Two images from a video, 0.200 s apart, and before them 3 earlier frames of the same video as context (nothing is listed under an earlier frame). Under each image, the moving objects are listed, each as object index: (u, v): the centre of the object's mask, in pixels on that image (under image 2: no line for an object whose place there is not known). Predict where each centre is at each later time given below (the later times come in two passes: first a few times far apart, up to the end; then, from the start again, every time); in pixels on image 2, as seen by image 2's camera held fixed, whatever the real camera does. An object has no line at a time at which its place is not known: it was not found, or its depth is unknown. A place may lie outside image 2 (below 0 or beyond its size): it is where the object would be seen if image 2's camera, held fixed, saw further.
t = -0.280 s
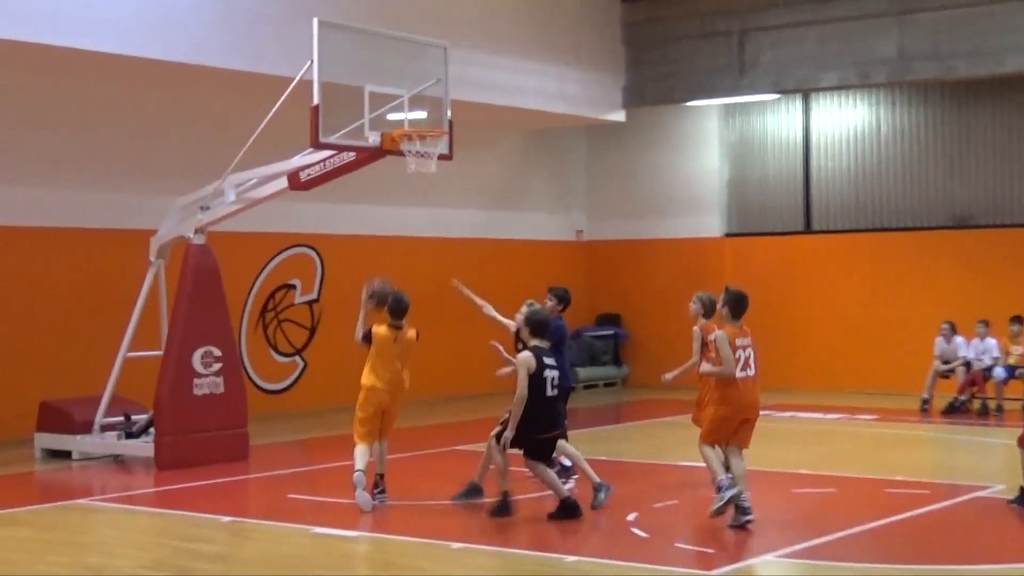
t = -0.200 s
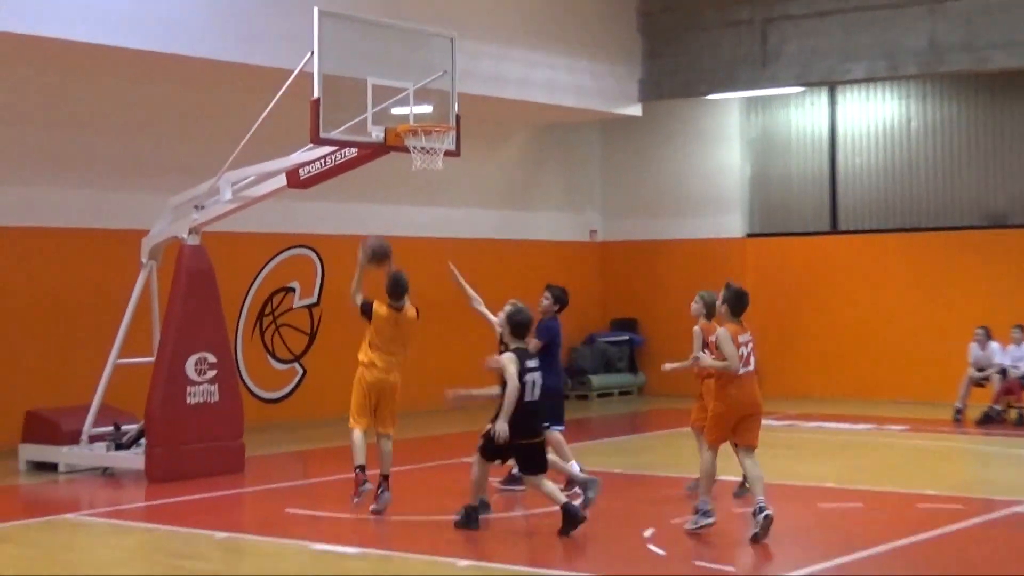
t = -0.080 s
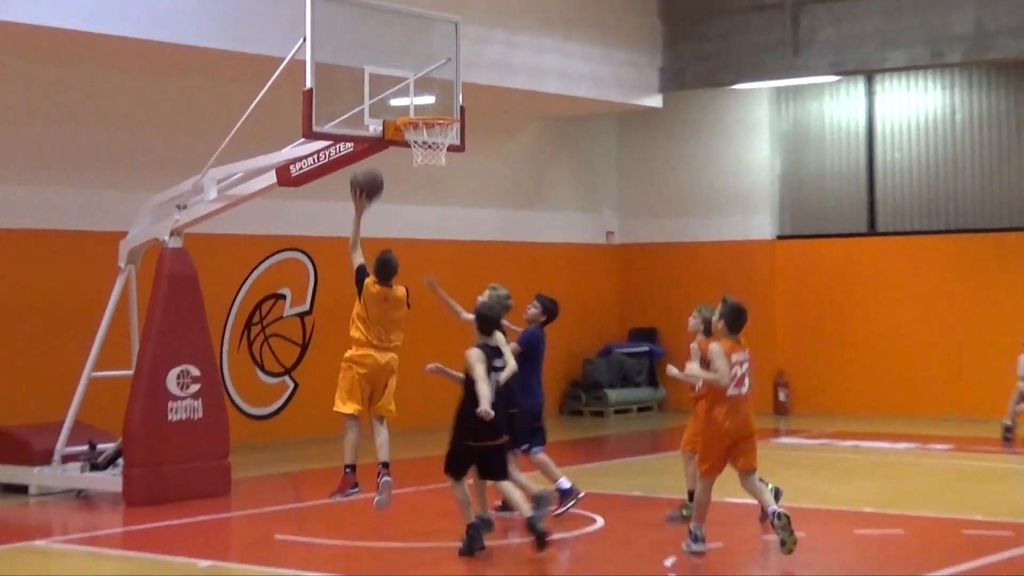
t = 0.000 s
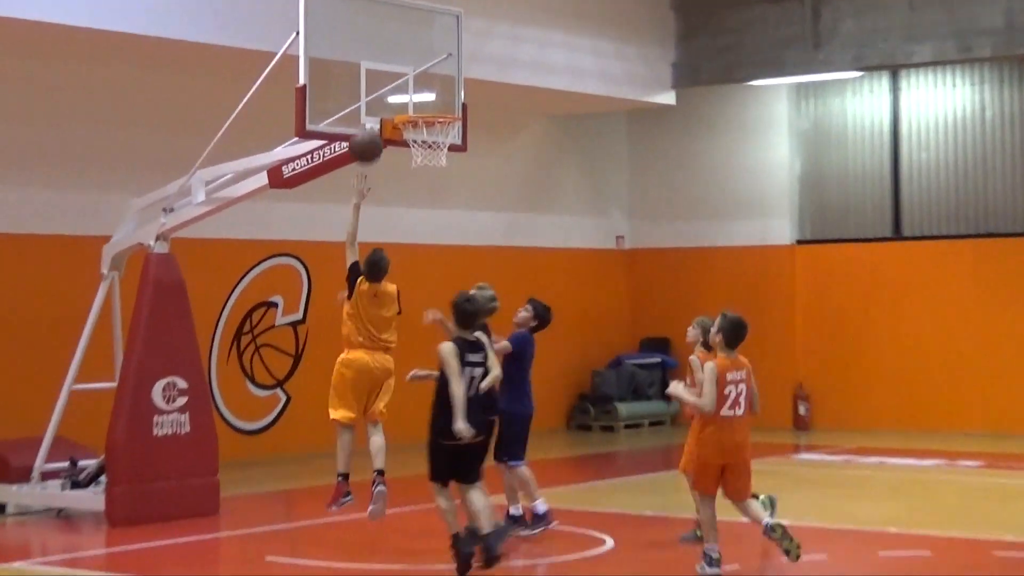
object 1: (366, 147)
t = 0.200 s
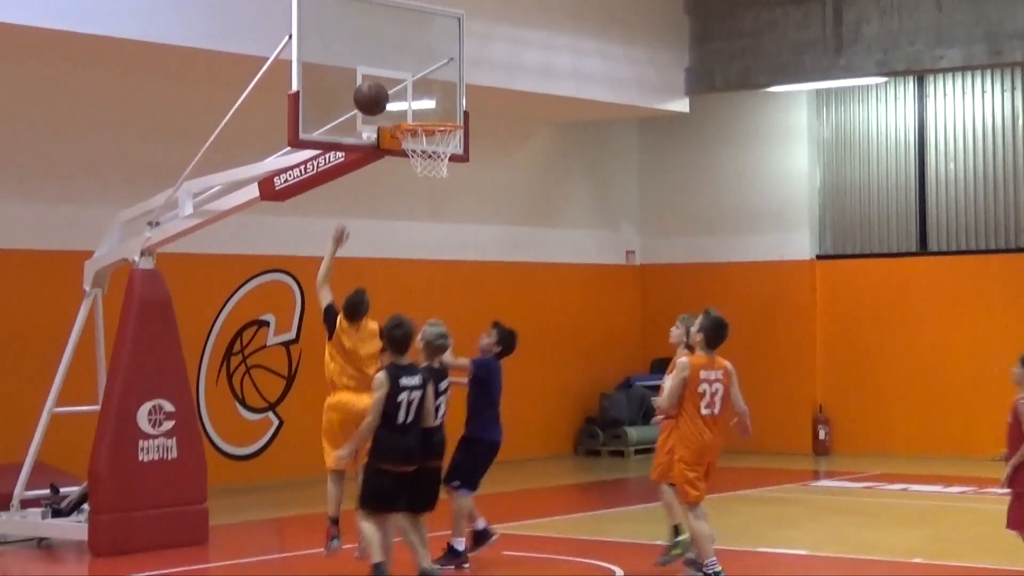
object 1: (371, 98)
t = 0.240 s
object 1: (373, 94)
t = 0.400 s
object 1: (417, 100)
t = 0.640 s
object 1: (411, 164)
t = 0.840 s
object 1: (404, 164)
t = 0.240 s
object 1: (373, 94)
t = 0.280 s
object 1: (382, 92)
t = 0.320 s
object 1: (393, 92)
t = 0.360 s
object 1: (405, 95)
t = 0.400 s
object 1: (417, 100)
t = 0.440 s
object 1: (428, 107)
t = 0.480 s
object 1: (439, 117)
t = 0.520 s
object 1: (441, 129)
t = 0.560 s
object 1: (433, 140)
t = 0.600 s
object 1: (428, 153)
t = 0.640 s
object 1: (411, 164)
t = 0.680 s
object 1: (408, 166)
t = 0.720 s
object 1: (405, 163)
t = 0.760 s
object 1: (403, 162)
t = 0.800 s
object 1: (402, 162)
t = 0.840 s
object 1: (404, 164)
